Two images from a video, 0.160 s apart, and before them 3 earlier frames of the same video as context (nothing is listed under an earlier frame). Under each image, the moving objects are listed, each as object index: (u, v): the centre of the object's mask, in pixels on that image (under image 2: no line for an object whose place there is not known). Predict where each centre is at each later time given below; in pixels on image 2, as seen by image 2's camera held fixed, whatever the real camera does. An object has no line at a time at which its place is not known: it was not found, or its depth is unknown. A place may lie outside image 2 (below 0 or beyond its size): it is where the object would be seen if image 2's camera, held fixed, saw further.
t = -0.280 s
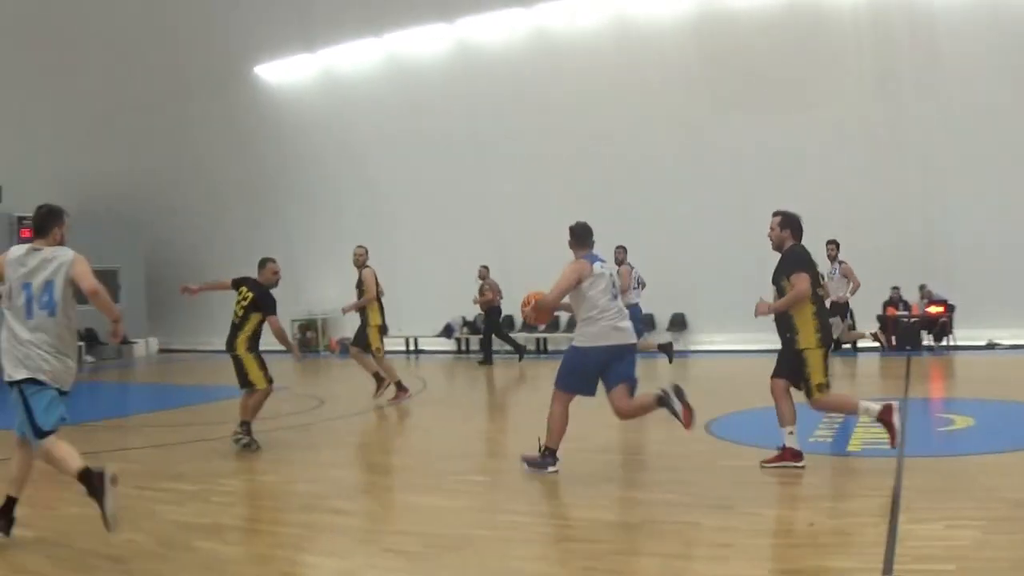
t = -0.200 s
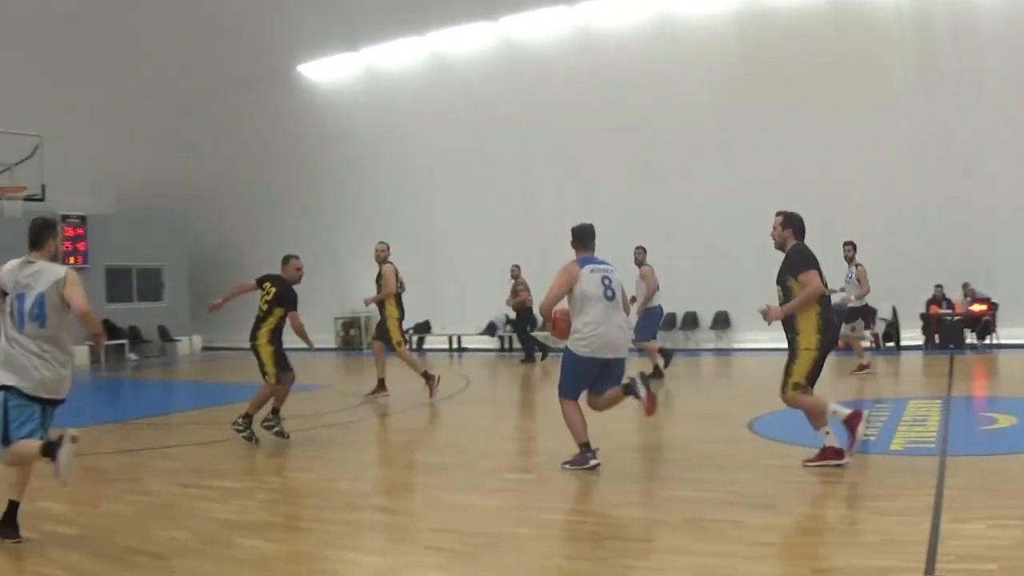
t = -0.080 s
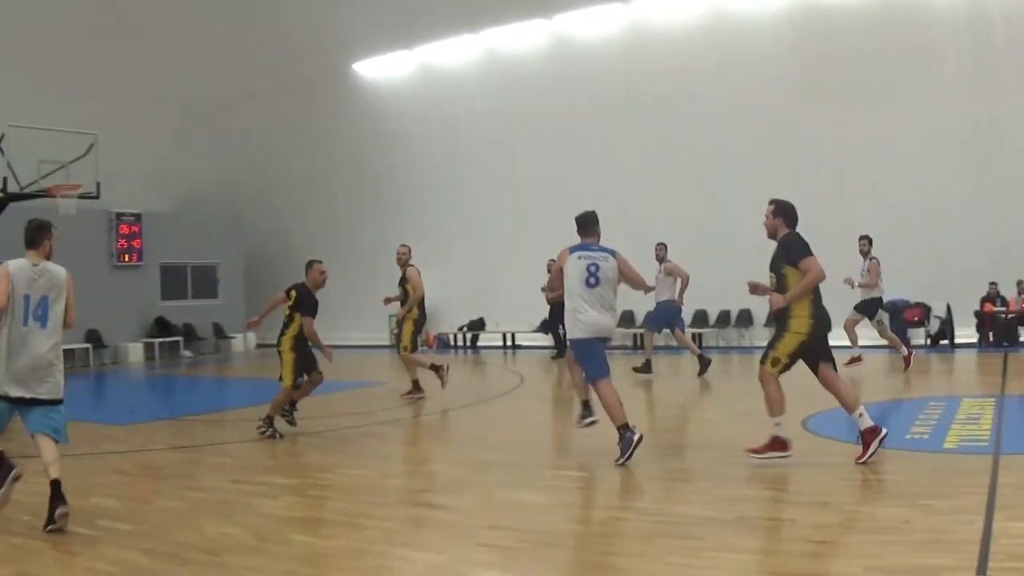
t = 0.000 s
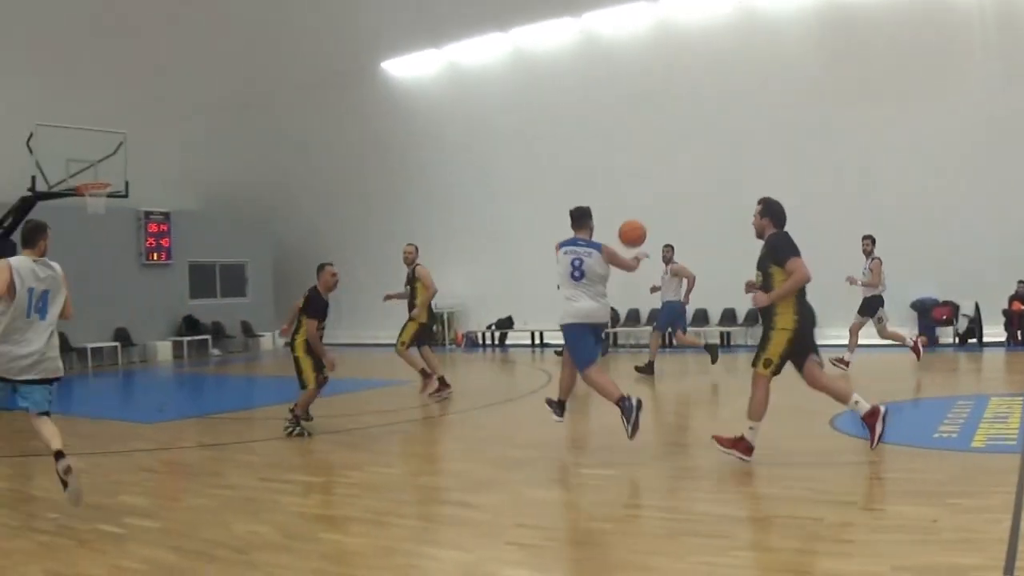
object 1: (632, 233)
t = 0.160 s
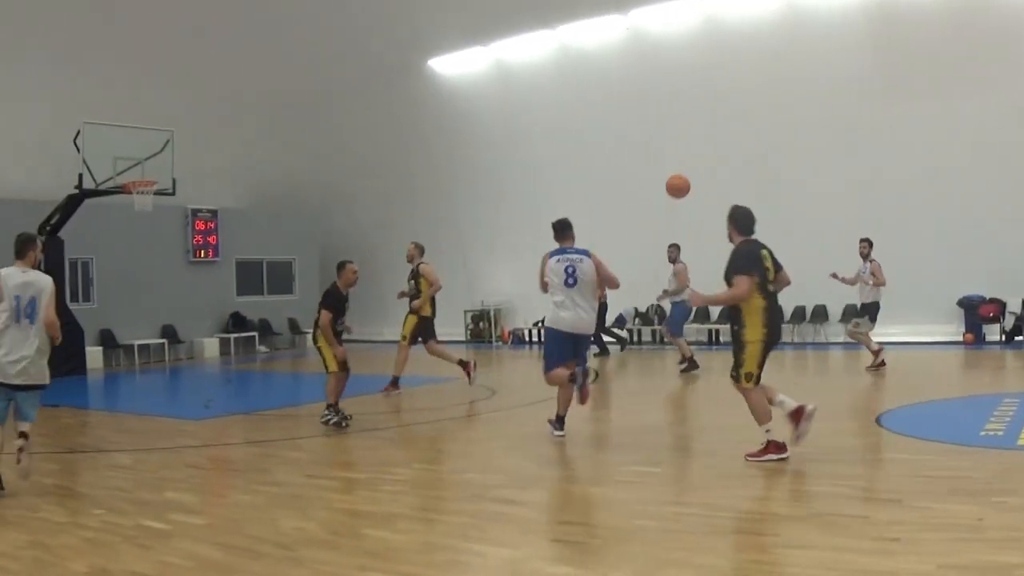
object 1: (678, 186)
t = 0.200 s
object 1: (681, 179)
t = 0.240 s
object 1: (684, 175)
